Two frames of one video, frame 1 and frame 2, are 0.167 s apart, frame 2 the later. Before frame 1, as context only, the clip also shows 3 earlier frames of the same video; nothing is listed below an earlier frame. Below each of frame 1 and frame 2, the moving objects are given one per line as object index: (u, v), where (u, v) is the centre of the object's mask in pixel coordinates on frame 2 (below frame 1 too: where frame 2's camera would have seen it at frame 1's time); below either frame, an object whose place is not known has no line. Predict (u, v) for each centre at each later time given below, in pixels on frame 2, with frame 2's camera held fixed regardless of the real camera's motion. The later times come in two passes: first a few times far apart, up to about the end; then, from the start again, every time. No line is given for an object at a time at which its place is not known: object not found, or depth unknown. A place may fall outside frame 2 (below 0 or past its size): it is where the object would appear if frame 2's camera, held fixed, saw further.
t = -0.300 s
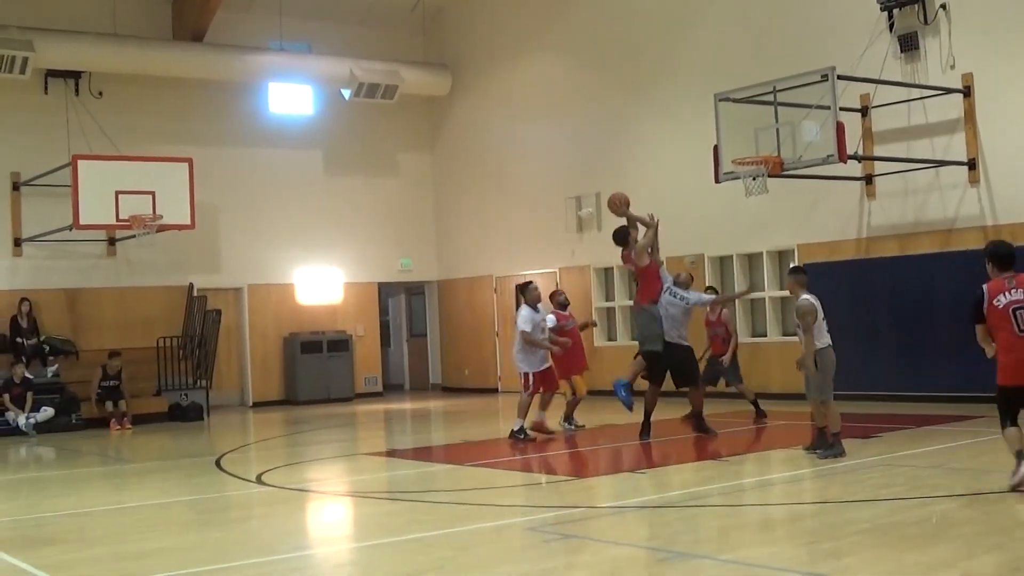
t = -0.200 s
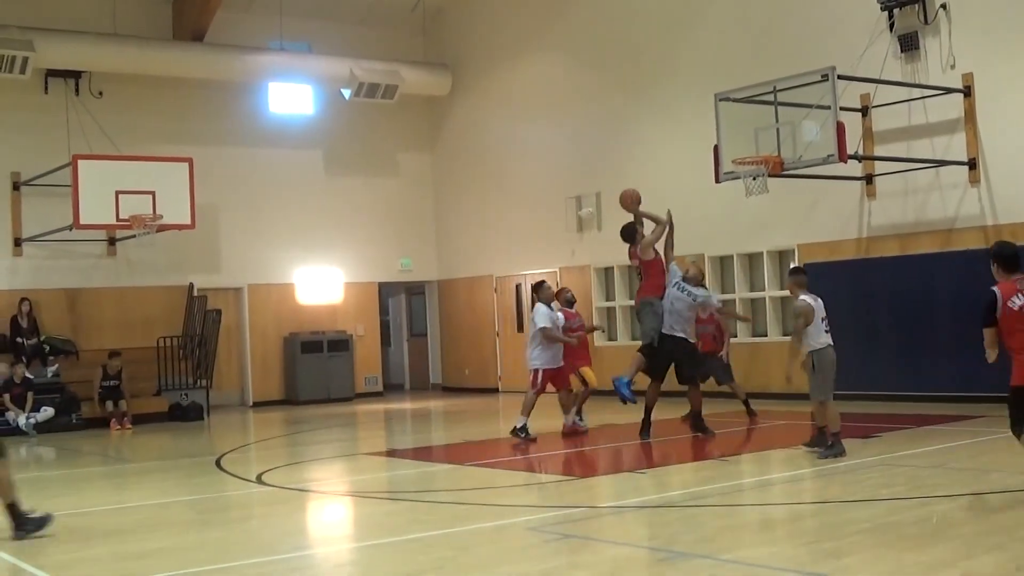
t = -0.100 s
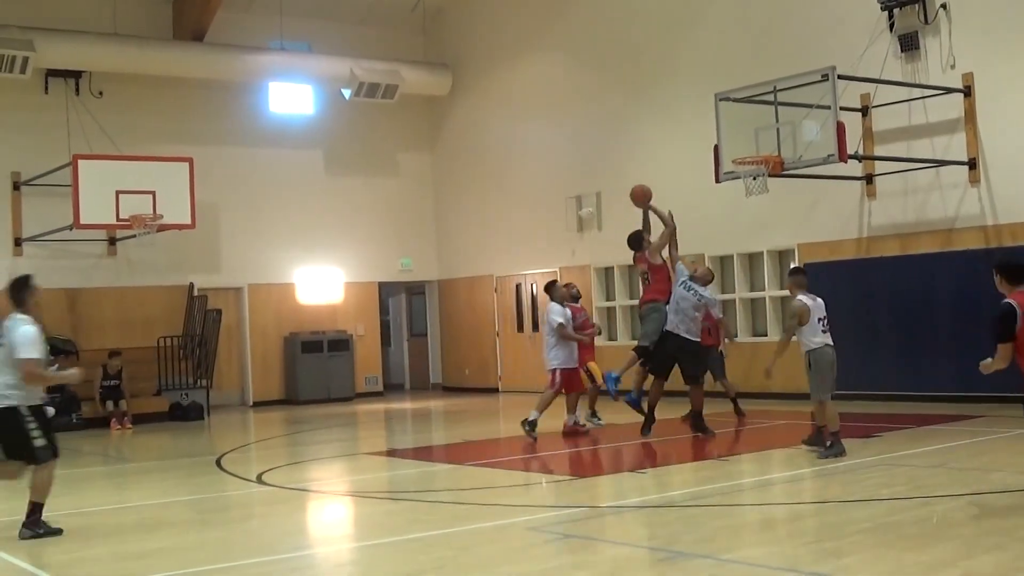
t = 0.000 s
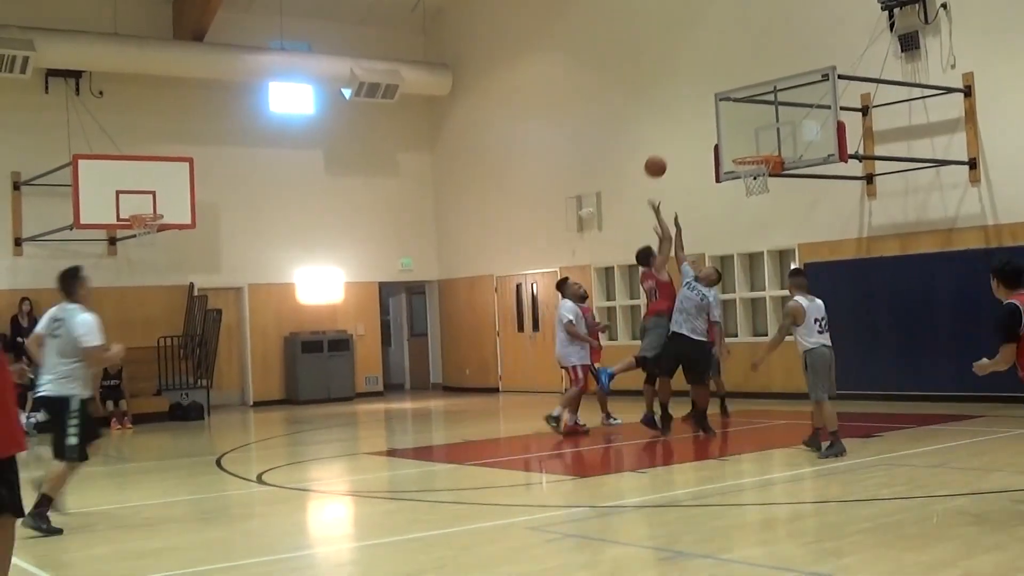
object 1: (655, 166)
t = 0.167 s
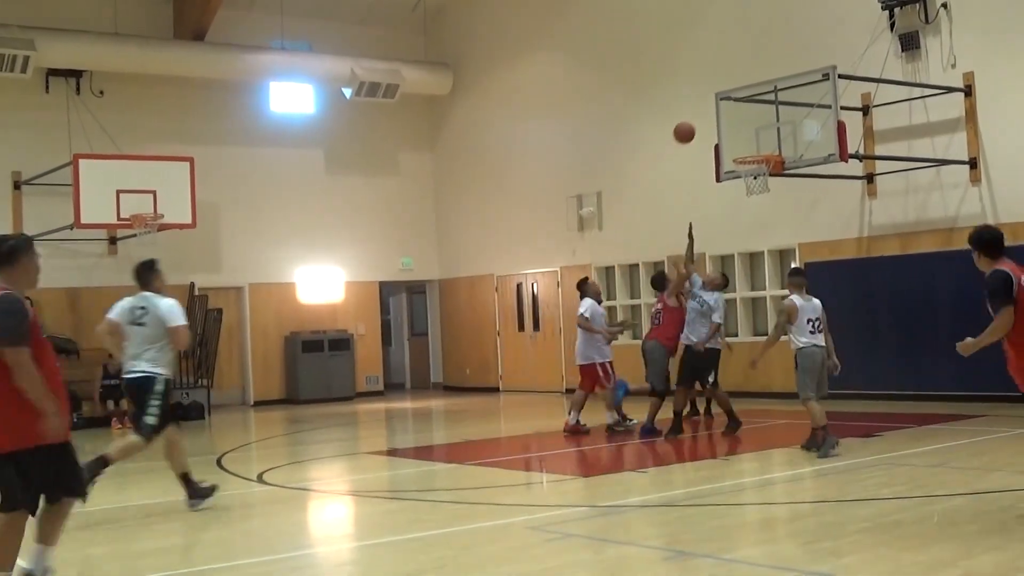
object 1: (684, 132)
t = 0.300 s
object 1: (707, 123)
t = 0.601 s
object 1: (758, 160)
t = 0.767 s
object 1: (771, 184)
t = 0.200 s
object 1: (690, 129)
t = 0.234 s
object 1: (695, 126)
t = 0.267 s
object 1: (701, 124)
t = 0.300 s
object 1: (707, 123)
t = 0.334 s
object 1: (713, 124)
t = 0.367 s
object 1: (718, 125)
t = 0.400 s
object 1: (724, 127)
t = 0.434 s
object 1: (730, 131)
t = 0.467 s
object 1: (736, 135)
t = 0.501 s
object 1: (741, 140)
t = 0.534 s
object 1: (747, 146)
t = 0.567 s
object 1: (753, 149)
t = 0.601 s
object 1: (758, 160)
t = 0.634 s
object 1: (764, 168)
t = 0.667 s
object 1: (769, 175)
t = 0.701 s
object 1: (770, 177)
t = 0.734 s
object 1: (771, 182)
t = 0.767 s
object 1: (771, 184)
